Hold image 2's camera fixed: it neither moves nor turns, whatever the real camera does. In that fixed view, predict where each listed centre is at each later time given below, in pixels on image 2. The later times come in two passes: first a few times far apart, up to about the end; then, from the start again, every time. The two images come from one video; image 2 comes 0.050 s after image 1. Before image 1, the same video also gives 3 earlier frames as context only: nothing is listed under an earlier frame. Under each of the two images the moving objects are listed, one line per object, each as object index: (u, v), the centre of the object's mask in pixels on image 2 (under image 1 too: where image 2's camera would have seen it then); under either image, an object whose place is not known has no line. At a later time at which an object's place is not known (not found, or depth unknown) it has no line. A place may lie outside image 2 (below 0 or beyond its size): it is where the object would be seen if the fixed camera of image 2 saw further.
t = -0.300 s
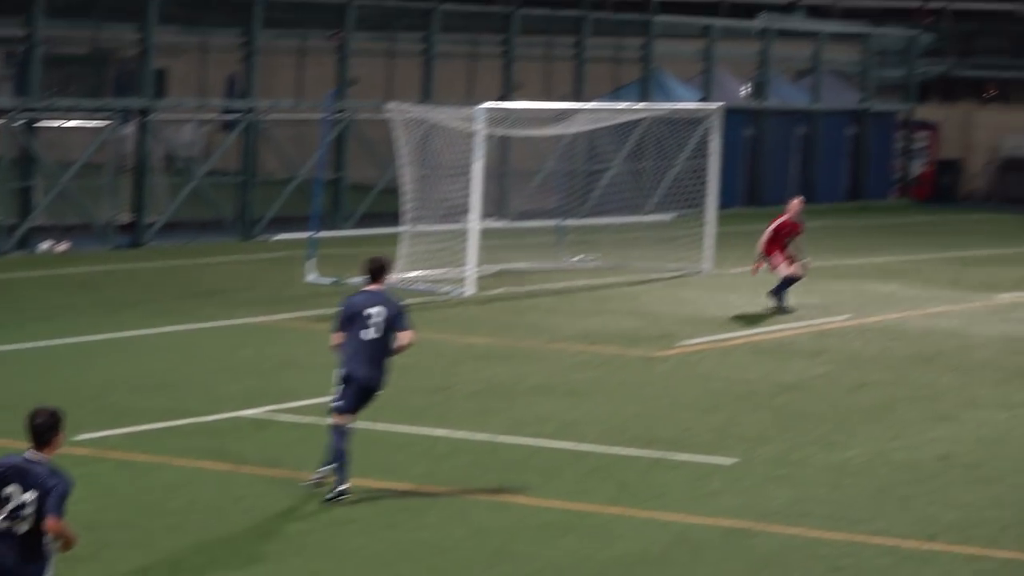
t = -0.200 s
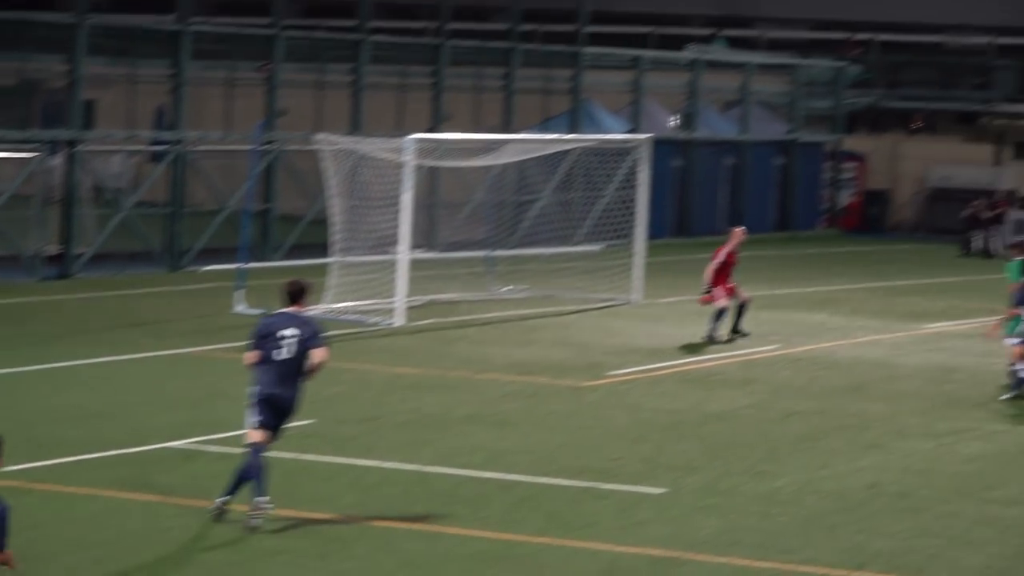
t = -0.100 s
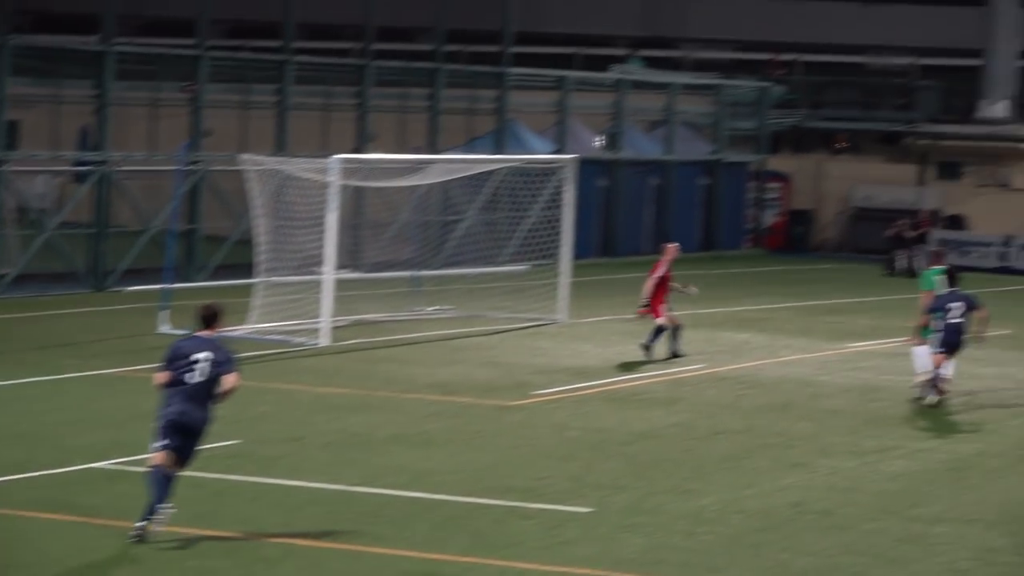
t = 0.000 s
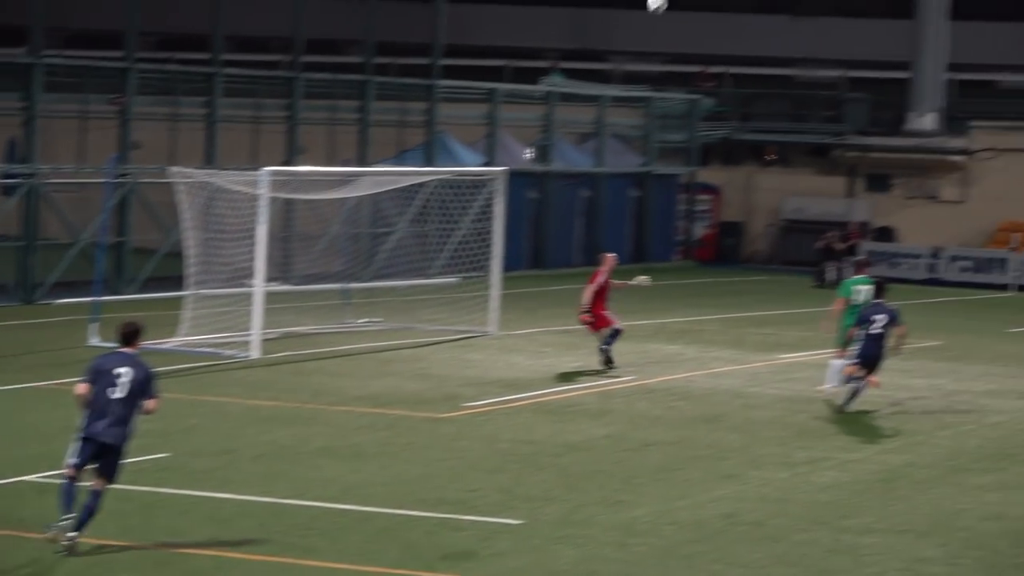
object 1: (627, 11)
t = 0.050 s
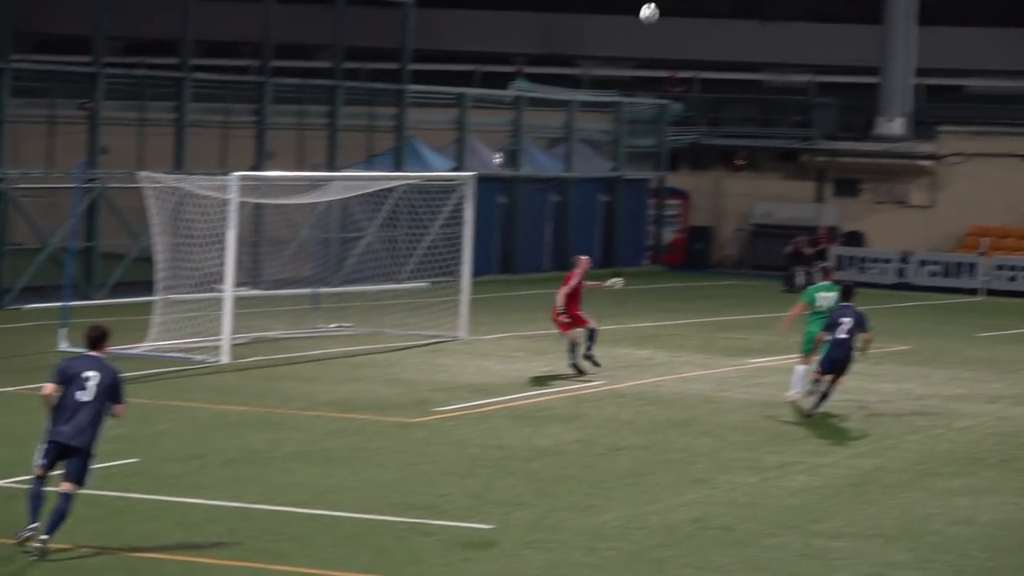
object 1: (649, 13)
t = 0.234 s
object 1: (728, 44)
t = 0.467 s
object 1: (824, 104)
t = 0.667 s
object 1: (900, 173)
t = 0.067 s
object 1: (656, 15)
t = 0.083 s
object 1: (664, 17)
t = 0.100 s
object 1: (671, 20)
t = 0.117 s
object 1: (678, 22)
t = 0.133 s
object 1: (685, 25)
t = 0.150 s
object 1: (692, 28)
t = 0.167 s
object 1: (700, 31)
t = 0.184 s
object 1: (707, 33)
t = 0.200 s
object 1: (714, 37)
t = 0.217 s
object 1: (721, 40)
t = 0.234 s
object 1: (728, 44)
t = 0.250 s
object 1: (735, 47)
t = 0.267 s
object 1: (742, 51)
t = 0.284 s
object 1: (749, 55)
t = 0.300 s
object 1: (756, 59)
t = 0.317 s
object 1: (763, 63)
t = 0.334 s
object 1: (770, 66)
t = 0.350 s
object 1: (777, 70)
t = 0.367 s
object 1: (783, 75)
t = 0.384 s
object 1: (791, 80)
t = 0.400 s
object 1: (797, 85)
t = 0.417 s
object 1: (804, 89)
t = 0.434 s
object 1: (811, 94)
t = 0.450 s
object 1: (817, 99)
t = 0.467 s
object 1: (824, 104)
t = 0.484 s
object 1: (830, 109)
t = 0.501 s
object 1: (837, 115)
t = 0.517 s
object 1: (843, 120)
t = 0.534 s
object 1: (850, 126)
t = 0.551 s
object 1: (856, 131)
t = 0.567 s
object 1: (862, 135)
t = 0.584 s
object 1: (868, 142)
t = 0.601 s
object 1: (875, 148)
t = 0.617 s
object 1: (880, 154)
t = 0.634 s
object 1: (887, 160)
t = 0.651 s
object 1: (894, 167)
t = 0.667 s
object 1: (900, 173)
